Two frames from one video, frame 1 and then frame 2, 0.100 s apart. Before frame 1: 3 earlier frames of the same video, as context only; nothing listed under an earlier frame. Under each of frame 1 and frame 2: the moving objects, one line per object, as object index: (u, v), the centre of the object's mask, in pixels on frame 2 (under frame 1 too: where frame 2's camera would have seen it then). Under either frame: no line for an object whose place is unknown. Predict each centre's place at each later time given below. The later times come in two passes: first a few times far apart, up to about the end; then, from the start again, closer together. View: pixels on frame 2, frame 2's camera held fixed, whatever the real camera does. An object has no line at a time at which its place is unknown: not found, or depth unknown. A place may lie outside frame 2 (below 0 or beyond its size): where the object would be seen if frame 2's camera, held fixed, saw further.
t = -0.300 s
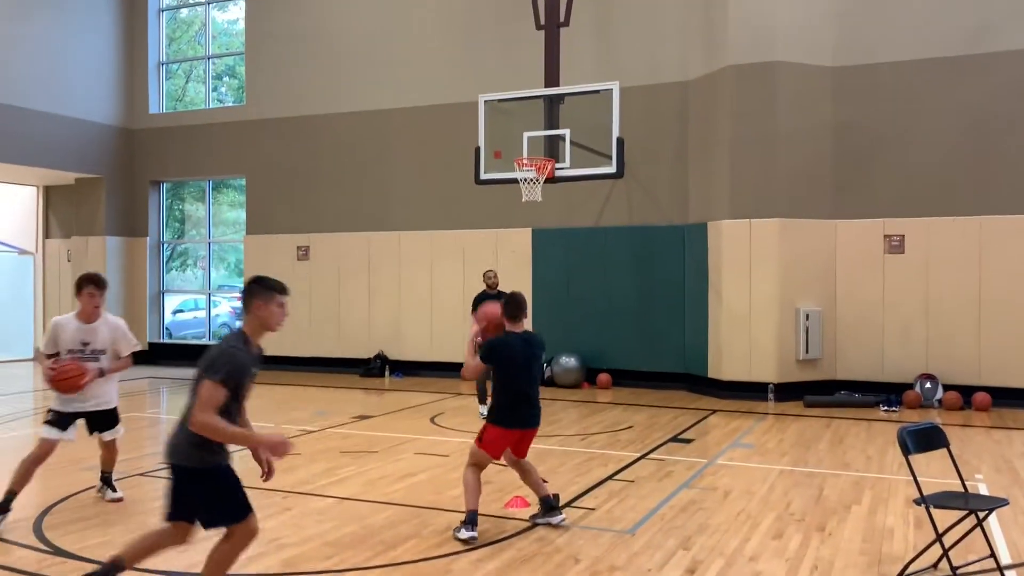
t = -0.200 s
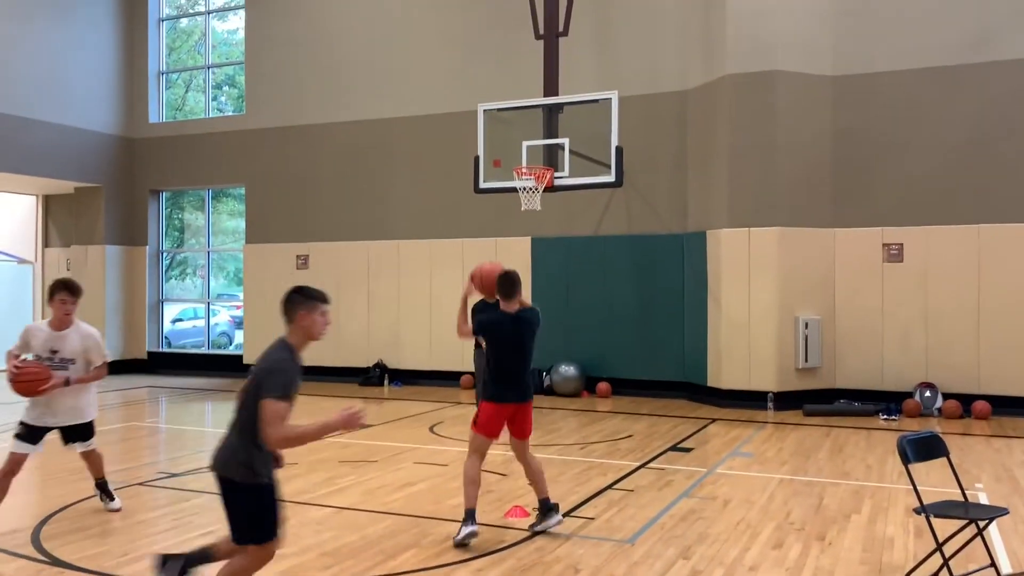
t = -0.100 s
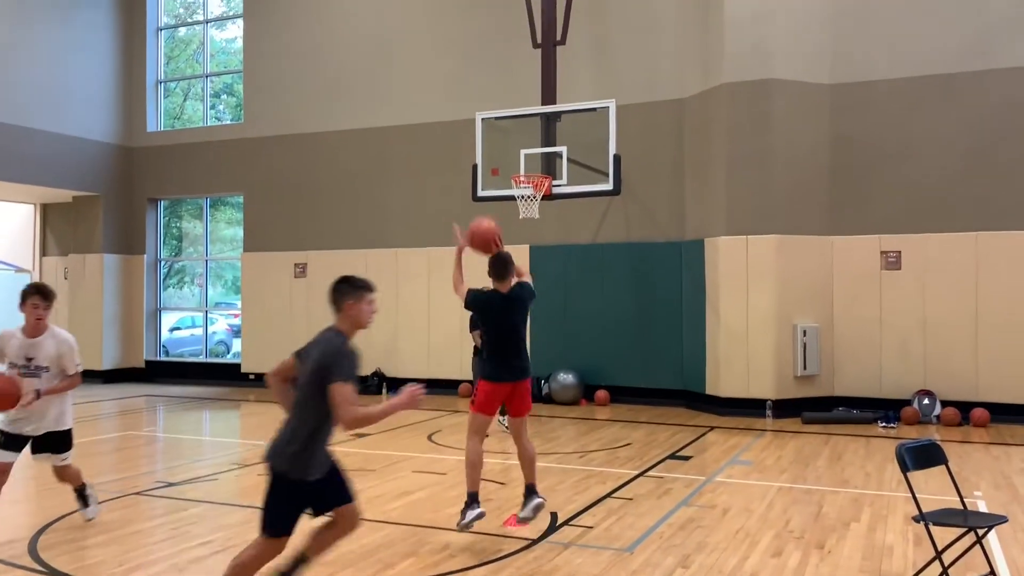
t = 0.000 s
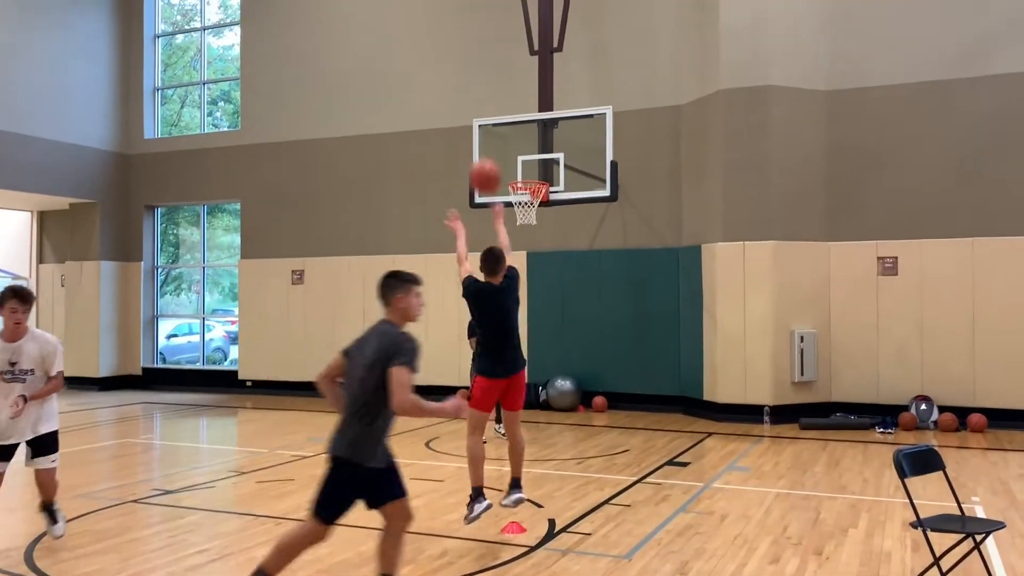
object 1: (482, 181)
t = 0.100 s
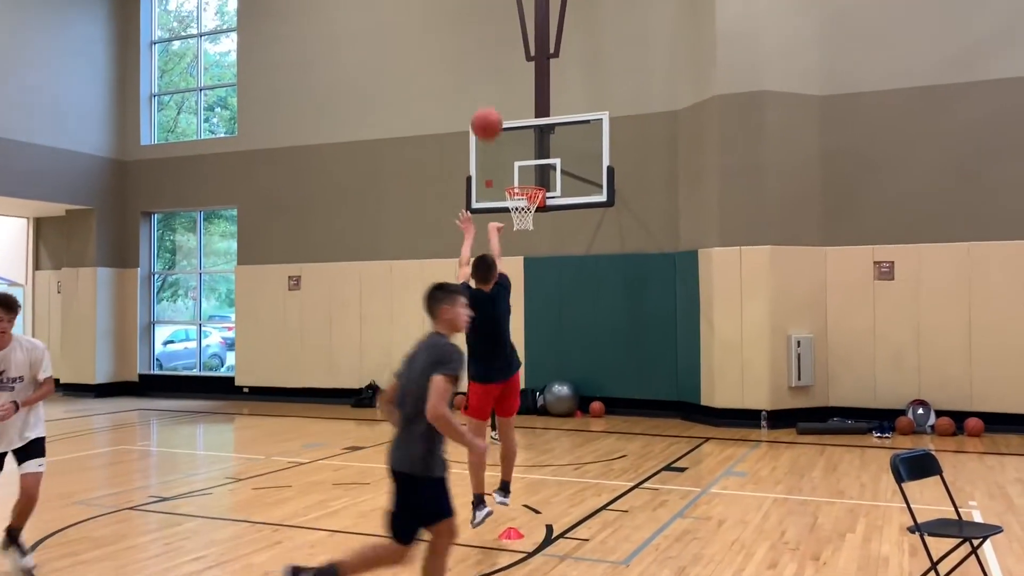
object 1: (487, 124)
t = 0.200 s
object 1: (491, 85)
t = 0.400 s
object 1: (500, 50)
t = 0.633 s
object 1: (508, 67)
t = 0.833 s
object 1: (515, 118)
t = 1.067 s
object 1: (519, 197)
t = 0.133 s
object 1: (488, 109)
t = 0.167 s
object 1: (490, 96)
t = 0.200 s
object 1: (491, 85)
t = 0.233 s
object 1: (493, 75)
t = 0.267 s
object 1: (494, 67)
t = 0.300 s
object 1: (496, 60)
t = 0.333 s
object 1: (497, 56)
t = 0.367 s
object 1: (498, 52)
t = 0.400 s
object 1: (500, 50)
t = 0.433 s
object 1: (501, 49)
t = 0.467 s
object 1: (502, 50)
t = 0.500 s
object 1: (504, 51)
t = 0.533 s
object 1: (505, 53)
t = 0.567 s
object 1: (506, 57)
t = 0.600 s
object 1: (507, 61)
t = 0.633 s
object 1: (508, 67)
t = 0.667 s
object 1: (510, 73)
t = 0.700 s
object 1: (511, 80)
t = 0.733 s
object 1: (512, 89)
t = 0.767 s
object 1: (513, 97)
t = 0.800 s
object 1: (514, 106)
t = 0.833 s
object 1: (515, 118)
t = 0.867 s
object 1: (516, 128)
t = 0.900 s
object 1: (517, 139)
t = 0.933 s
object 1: (518, 150)
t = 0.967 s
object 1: (519, 163)
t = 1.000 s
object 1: (520, 177)
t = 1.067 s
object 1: (519, 197)
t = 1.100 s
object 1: (523, 214)
